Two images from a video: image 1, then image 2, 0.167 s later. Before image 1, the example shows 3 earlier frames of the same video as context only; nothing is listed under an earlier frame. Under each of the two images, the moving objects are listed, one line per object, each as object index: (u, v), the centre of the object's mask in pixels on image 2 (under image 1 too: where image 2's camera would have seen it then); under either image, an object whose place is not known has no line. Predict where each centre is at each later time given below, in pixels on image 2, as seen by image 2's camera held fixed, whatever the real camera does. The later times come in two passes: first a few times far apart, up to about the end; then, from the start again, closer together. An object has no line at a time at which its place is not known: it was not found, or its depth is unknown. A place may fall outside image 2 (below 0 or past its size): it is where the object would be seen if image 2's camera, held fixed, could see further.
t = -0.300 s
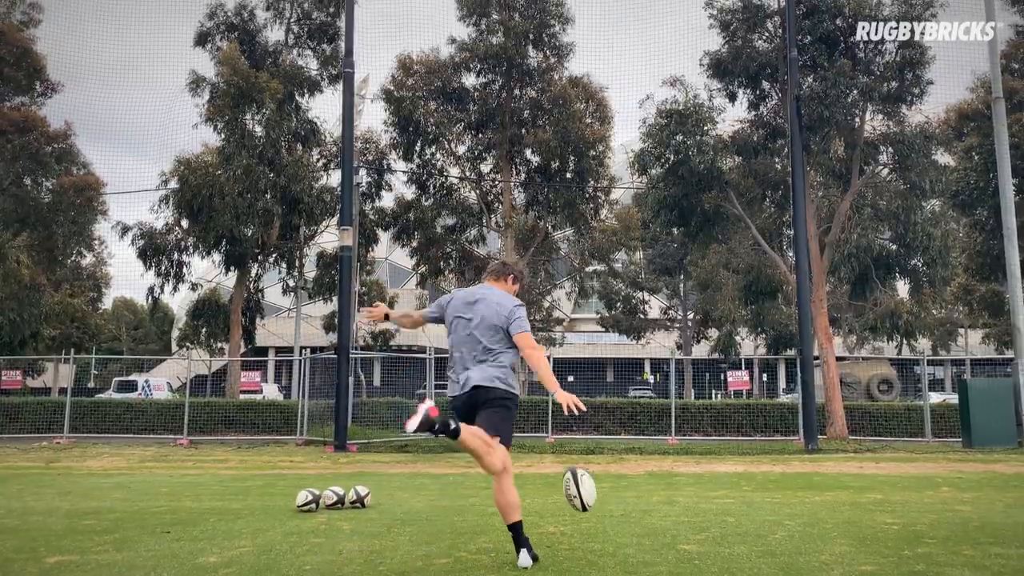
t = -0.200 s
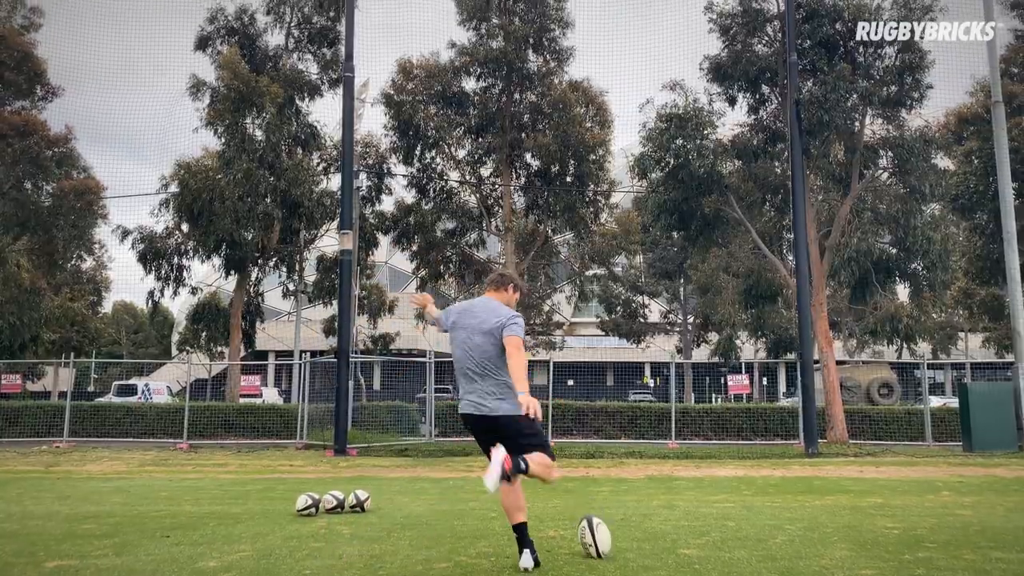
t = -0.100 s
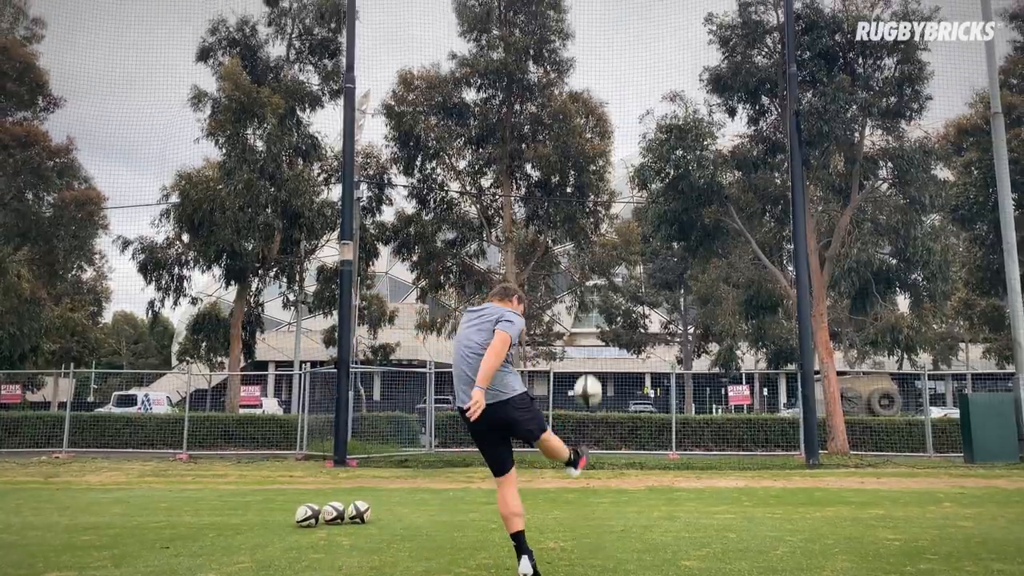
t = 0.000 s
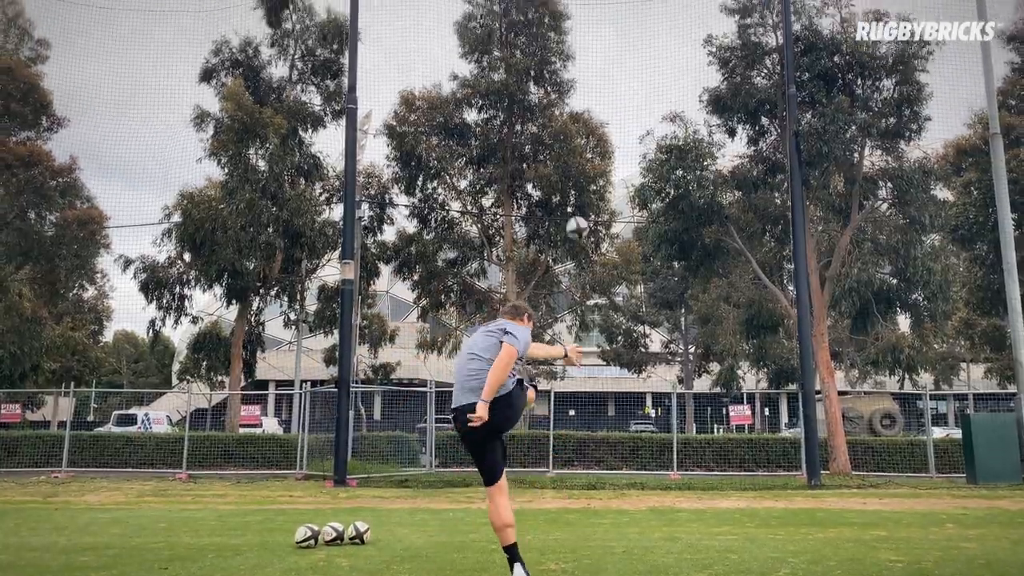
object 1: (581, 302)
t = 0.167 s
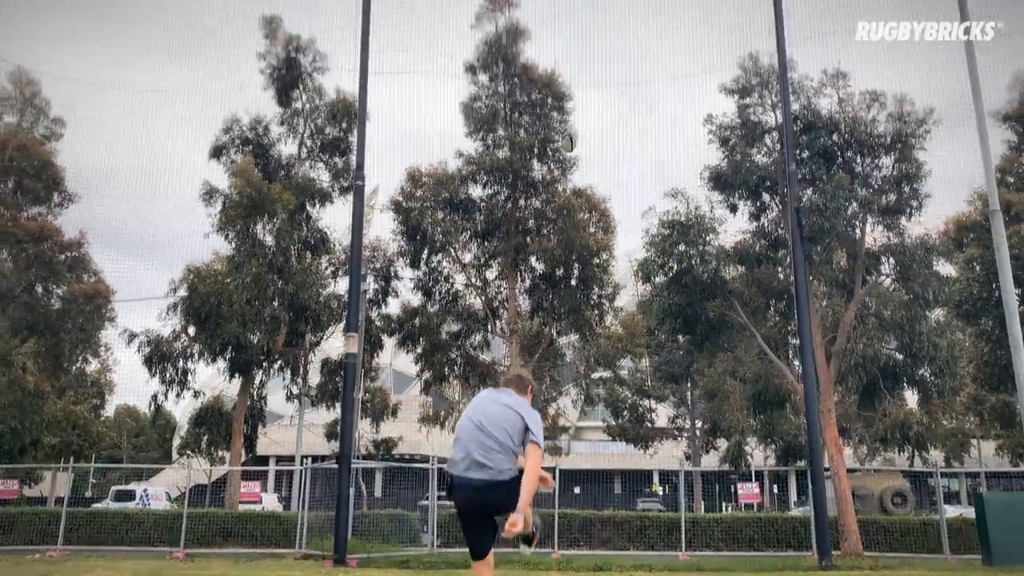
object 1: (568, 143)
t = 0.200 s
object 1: (568, 123)
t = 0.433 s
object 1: (556, 28)
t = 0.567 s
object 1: (552, 0)
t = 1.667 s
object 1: (555, 3)
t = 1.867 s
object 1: (558, 54)
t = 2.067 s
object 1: (561, 120)
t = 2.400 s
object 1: (565, 312)
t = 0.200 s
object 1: (568, 123)
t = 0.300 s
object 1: (563, 80)
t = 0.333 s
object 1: (560, 65)
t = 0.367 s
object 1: (559, 53)
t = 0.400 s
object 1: (557, 37)
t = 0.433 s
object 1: (556, 28)
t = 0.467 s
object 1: (555, 20)
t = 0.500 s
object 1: (554, 13)
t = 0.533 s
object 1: (553, 6)
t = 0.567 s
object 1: (552, 0)
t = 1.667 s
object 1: (555, 3)
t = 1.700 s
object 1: (555, 10)
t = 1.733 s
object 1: (555, 17)
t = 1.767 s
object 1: (556, 26)
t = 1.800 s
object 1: (556, 35)
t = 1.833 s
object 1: (557, 44)
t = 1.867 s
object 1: (558, 54)
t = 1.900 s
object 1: (558, 65)
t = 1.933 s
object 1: (558, 71)
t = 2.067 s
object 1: (561, 120)
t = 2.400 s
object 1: (565, 312)
